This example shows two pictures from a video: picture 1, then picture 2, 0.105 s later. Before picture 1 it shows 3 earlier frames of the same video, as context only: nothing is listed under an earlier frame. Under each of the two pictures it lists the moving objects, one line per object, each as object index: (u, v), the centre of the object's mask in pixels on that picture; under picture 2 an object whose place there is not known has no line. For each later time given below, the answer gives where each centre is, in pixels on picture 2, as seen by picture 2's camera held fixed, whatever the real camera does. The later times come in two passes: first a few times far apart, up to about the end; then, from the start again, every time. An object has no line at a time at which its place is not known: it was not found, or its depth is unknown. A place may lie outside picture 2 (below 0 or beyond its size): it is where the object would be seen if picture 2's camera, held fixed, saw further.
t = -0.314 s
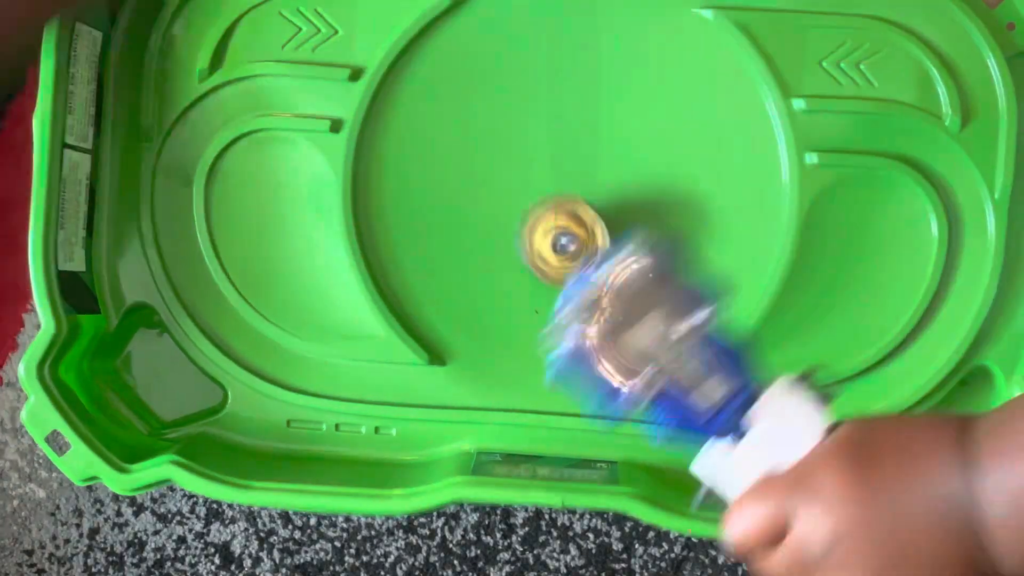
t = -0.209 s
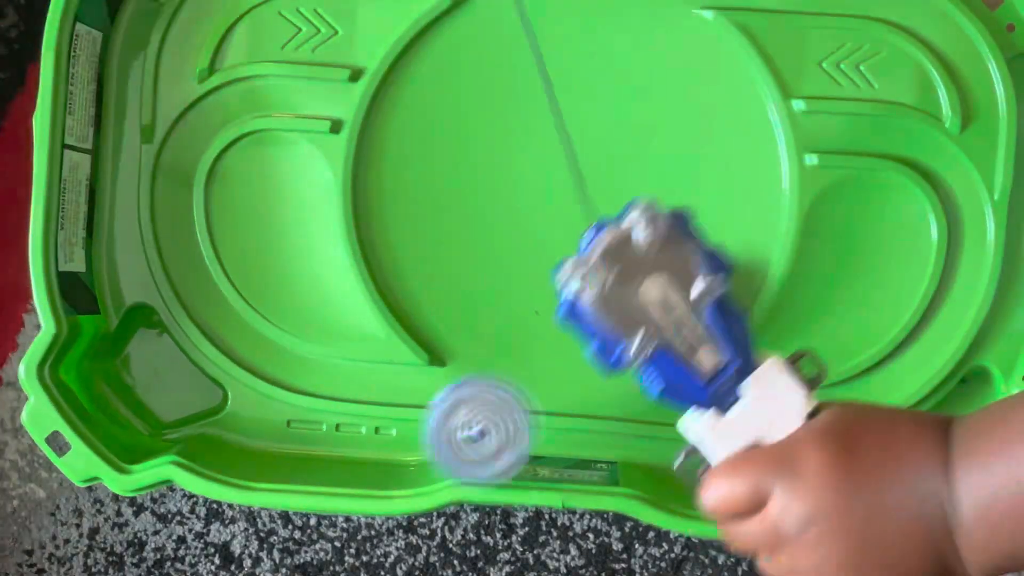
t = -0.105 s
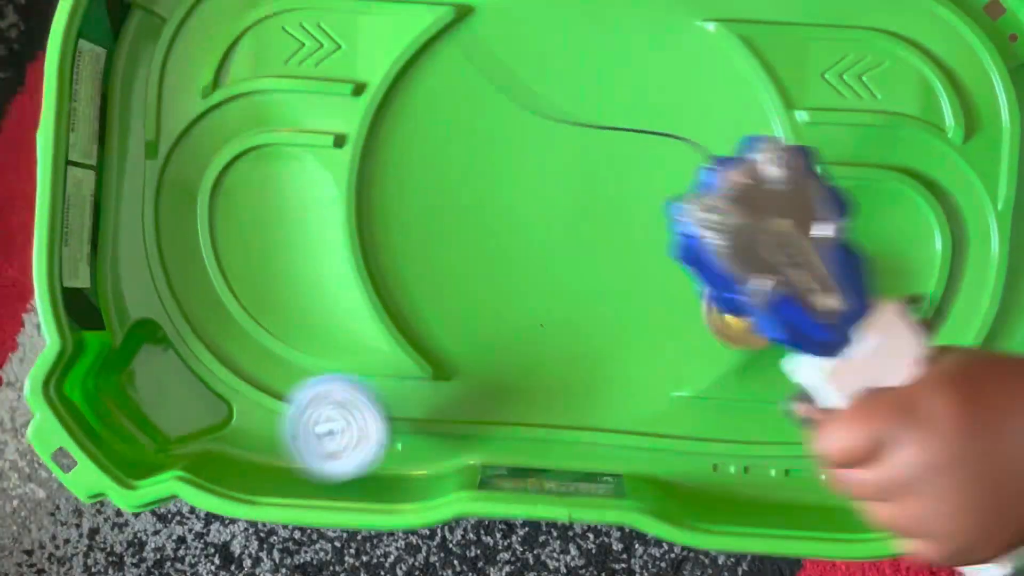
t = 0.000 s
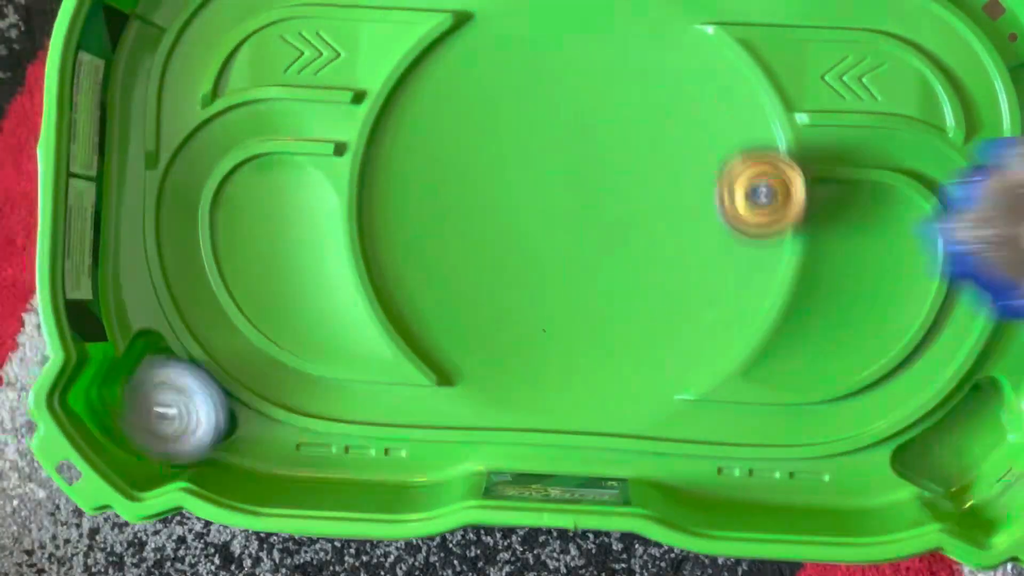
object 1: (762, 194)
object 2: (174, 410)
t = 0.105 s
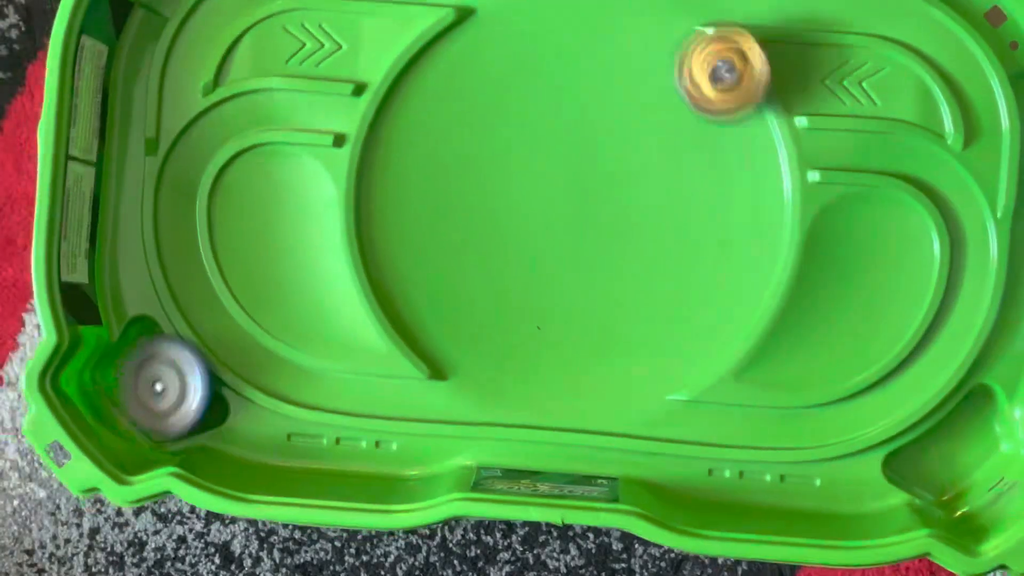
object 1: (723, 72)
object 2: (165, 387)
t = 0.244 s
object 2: (156, 381)
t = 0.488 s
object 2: (165, 387)
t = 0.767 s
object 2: (164, 389)
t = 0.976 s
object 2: (161, 380)
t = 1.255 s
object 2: (152, 388)
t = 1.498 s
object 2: (155, 387)
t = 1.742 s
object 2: (155, 387)
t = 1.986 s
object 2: (154, 386)
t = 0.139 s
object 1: (690, 38)
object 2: (165, 387)
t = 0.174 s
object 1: (652, 22)
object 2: (163, 384)
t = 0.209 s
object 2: (161, 380)
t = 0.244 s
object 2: (156, 381)
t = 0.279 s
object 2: (155, 370)
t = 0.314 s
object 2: (150, 367)
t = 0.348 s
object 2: (153, 373)
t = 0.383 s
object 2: (157, 379)
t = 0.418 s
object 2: (161, 382)
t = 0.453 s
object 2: (163, 386)
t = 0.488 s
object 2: (165, 387)
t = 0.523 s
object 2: (166, 387)
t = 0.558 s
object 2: (165, 386)
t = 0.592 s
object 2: (163, 384)
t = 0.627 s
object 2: (151, 367)
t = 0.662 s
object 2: (158, 380)
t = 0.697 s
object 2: (165, 388)
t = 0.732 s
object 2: (169, 389)
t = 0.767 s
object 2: (164, 389)
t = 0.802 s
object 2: (160, 383)
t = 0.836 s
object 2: (156, 376)
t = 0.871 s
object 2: (153, 374)
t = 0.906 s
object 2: (154, 377)
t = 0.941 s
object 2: (157, 381)
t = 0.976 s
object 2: (161, 380)
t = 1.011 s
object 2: (159, 378)
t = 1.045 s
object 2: (158, 380)
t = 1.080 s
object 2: (154, 377)
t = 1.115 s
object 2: (152, 371)
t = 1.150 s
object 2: (152, 377)
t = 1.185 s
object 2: (153, 386)
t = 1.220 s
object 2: (153, 390)
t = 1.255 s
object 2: (152, 388)
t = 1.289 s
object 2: (146, 377)
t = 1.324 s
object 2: (153, 386)
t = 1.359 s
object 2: (157, 392)
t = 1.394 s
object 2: (160, 391)
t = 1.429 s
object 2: (157, 392)
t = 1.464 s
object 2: (156, 388)
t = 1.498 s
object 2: (155, 387)
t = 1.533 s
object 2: (155, 387)
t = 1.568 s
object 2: (155, 387)
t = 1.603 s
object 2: (155, 386)
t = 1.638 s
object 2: (155, 386)
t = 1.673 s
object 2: (155, 386)
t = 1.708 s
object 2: (155, 387)
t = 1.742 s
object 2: (155, 387)
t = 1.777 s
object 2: (155, 387)
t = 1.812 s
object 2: (155, 387)
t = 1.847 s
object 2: (155, 387)
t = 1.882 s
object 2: (155, 387)
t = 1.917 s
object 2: (155, 387)
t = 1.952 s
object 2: (155, 386)
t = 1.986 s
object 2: (154, 386)
